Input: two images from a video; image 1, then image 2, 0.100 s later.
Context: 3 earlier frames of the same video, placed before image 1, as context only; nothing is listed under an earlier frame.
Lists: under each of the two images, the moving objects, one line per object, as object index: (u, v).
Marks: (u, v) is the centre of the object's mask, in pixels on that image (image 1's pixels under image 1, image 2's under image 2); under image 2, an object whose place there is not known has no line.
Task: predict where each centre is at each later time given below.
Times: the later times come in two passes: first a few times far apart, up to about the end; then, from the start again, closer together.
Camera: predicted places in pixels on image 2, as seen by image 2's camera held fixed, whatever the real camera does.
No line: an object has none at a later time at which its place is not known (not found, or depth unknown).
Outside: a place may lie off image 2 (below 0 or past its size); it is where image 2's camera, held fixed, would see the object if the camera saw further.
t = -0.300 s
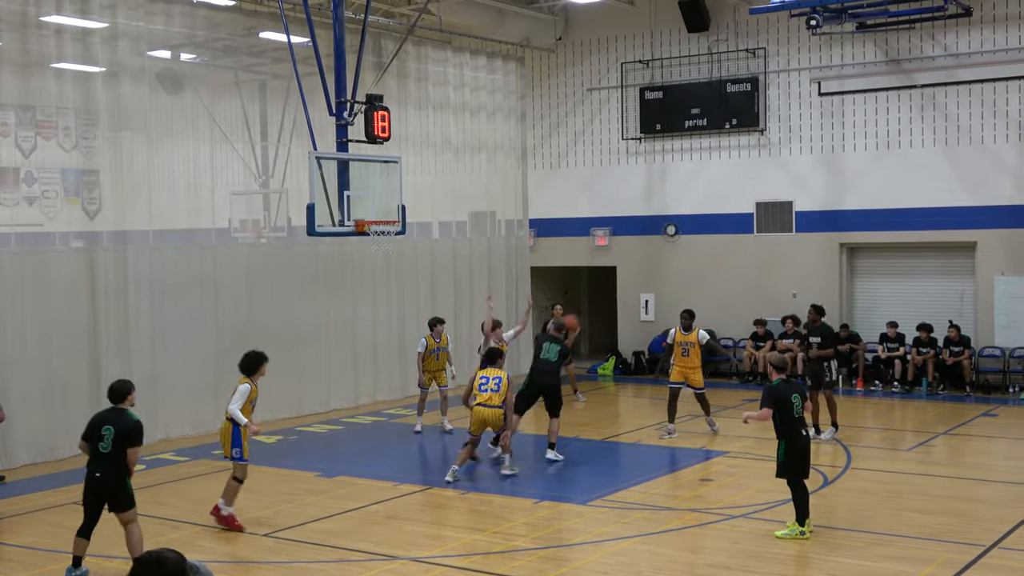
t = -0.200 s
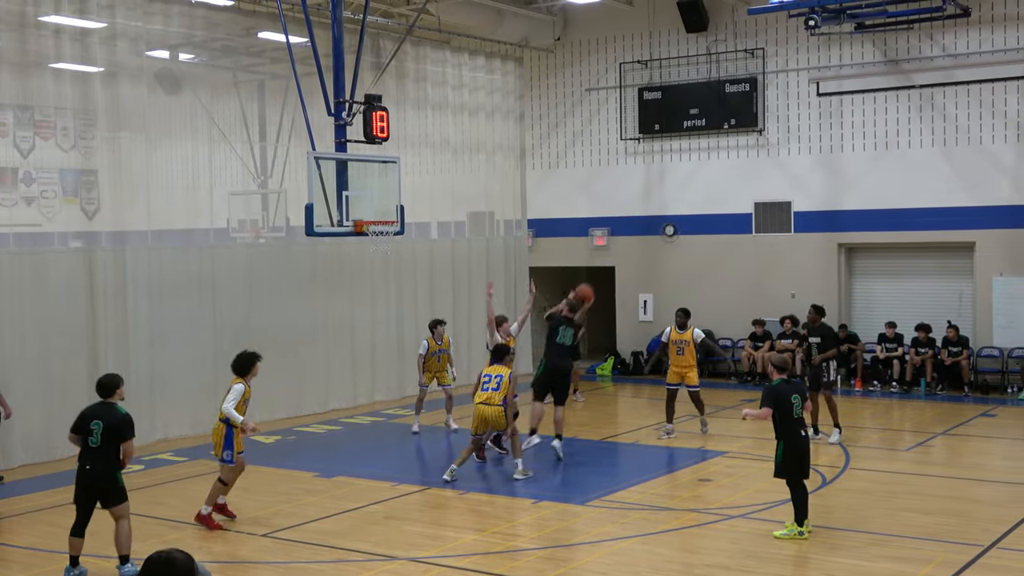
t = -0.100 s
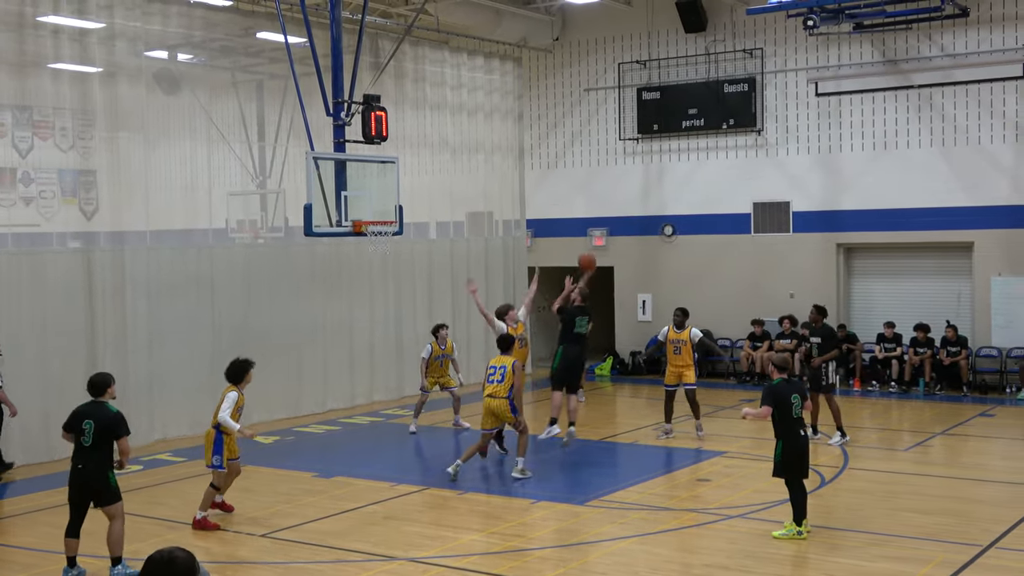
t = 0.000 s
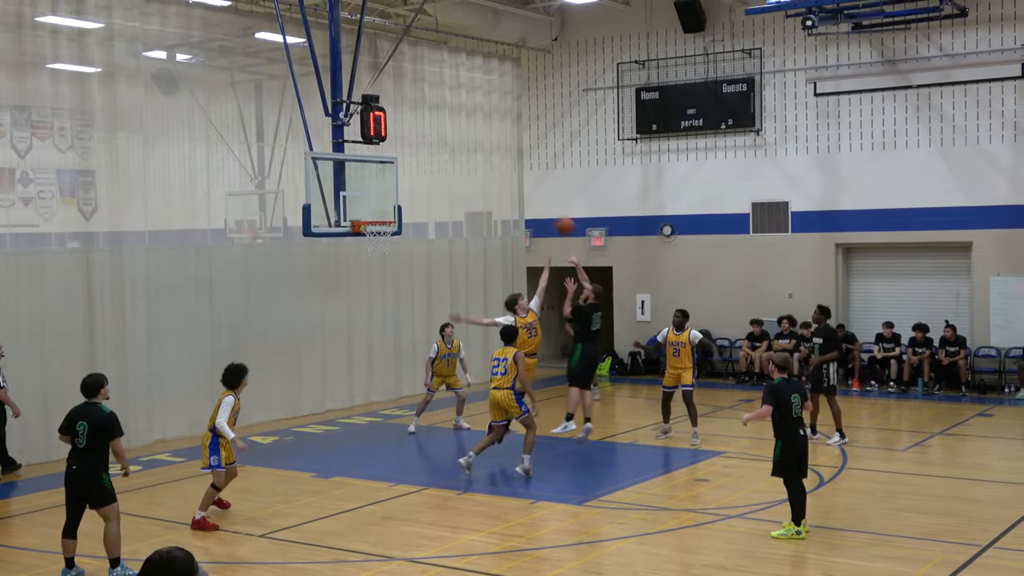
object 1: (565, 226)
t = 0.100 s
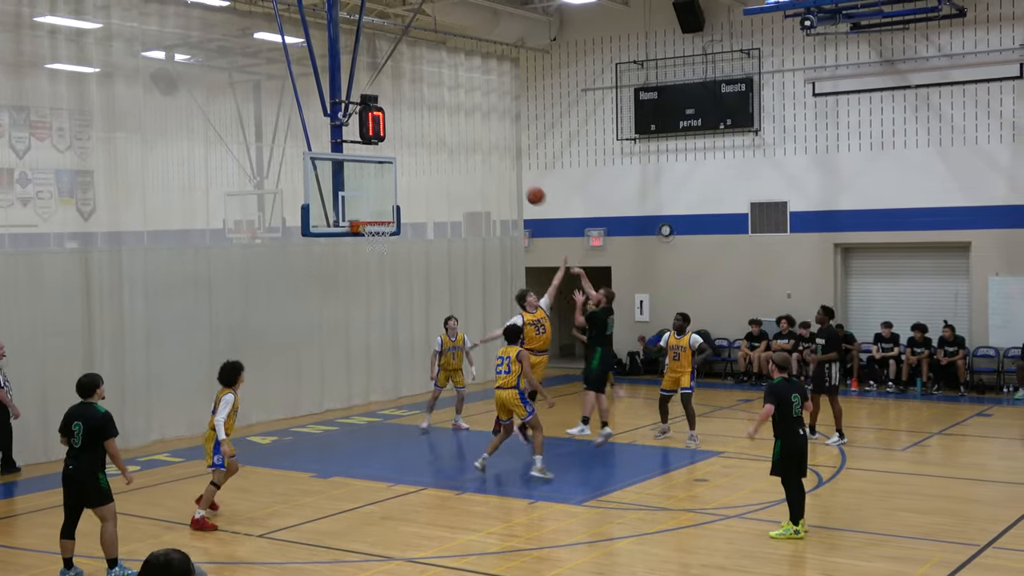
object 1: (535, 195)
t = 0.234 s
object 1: (500, 167)
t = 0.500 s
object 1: (431, 150)
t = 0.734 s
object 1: (374, 178)
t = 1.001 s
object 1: (363, 248)
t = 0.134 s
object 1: (526, 188)
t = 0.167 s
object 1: (517, 180)
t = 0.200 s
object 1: (509, 173)
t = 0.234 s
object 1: (500, 167)
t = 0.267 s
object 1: (491, 162)
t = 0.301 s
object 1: (482, 158)
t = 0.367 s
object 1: (465, 152)
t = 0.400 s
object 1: (456, 151)
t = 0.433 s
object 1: (448, 150)
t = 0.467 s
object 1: (439, 150)
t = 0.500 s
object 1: (431, 150)
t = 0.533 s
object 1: (423, 152)
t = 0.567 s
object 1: (415, 154)
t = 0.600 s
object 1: (407, 157)
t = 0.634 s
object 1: (399, 162)
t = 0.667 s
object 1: (390, 166)
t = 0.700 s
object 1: (382, 172)
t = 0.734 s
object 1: (374, 178)
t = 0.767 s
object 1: (366, 185)
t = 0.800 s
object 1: (358, 193)
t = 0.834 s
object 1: (351, 201)
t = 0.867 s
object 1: (344, 211)
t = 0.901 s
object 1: (349, 218)
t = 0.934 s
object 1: (353, 227)
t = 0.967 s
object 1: (358, 236)
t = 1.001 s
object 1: (363, 248)
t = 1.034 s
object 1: (367, 259)
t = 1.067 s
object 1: (371, 271)
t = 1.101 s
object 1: (376, 284)
